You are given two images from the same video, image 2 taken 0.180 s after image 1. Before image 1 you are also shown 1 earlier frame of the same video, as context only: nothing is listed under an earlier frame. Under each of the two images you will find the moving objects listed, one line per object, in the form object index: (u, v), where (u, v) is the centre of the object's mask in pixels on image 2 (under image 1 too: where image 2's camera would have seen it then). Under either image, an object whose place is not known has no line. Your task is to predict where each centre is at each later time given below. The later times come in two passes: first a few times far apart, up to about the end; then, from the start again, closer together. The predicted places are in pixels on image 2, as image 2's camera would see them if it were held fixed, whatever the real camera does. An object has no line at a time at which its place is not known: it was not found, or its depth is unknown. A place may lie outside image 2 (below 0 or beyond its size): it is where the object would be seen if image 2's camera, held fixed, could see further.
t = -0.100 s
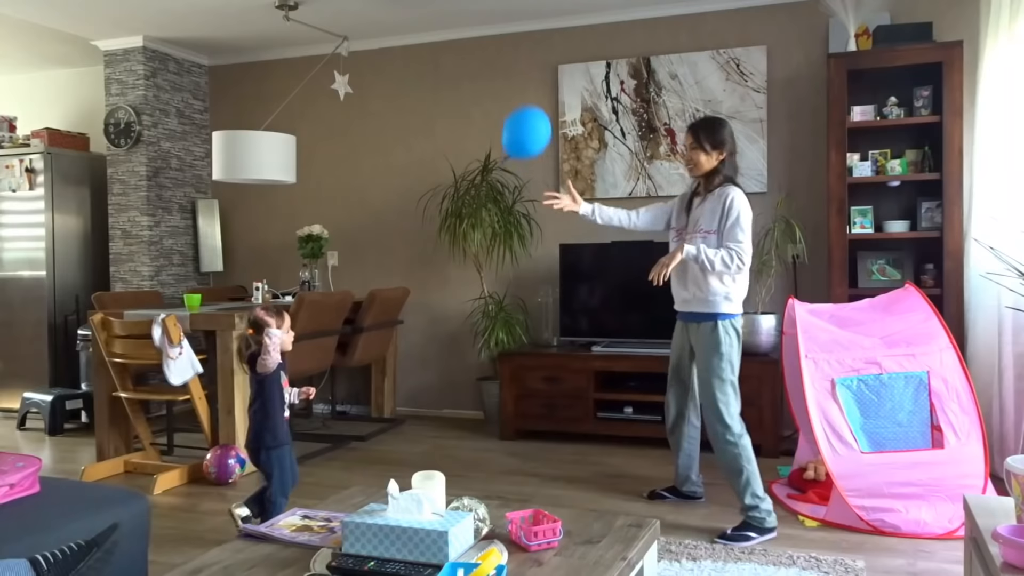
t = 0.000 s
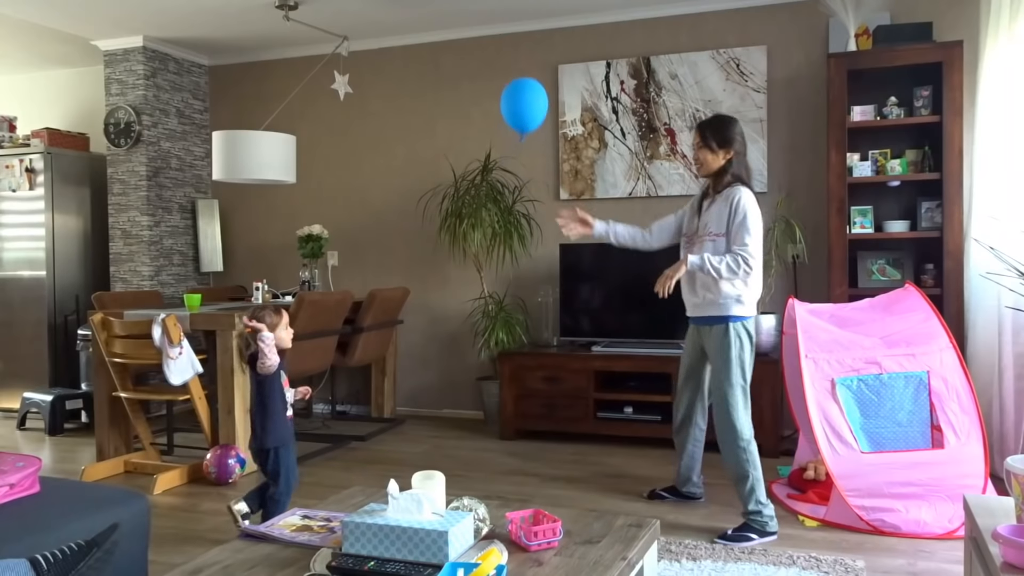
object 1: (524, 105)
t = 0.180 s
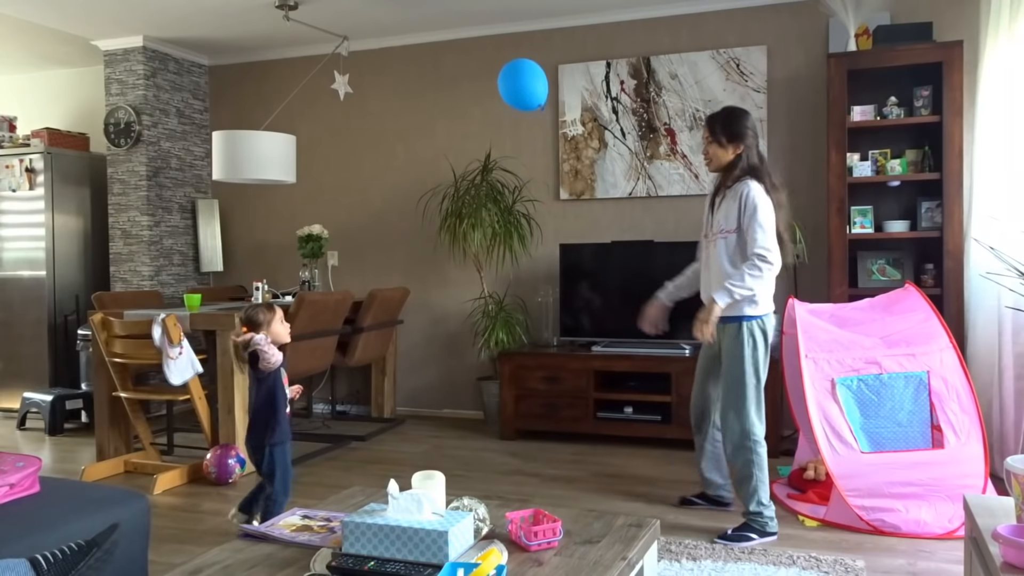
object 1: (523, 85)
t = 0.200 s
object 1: (523, 84)
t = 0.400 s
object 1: (515, 87)
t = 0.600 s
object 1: (505, 107)
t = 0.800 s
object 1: (497, 151)
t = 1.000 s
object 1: (489, 214)
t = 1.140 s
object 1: (485, 261)
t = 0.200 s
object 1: (523, 84)
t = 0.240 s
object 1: (522, 84)
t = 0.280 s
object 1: (521, 84)
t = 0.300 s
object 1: (520, 84)
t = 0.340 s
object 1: (518, 84)
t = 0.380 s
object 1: (516, 86)
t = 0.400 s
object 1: (515, 87)
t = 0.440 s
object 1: (513, 89)
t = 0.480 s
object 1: (511, 92)
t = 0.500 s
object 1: (510, 94)
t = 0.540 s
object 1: (508, 98)
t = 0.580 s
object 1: (506, 103)
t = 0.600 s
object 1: (505, 107)
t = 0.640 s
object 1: (503, 114)
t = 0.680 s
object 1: (502, 122)
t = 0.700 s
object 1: (501, 126)
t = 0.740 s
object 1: (499, 135)
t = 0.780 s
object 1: (497, 146)
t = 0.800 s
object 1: (497, 151)
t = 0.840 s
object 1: (495, 163)
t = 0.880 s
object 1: (493, 175)
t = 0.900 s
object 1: (493, 182)
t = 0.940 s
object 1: (491, 194)
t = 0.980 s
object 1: (490, 207)
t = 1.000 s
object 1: (489, 214)
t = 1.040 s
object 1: (488, 227)
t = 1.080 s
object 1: (487, 240)
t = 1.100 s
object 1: (487, 247)
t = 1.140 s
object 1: (485, 261)
